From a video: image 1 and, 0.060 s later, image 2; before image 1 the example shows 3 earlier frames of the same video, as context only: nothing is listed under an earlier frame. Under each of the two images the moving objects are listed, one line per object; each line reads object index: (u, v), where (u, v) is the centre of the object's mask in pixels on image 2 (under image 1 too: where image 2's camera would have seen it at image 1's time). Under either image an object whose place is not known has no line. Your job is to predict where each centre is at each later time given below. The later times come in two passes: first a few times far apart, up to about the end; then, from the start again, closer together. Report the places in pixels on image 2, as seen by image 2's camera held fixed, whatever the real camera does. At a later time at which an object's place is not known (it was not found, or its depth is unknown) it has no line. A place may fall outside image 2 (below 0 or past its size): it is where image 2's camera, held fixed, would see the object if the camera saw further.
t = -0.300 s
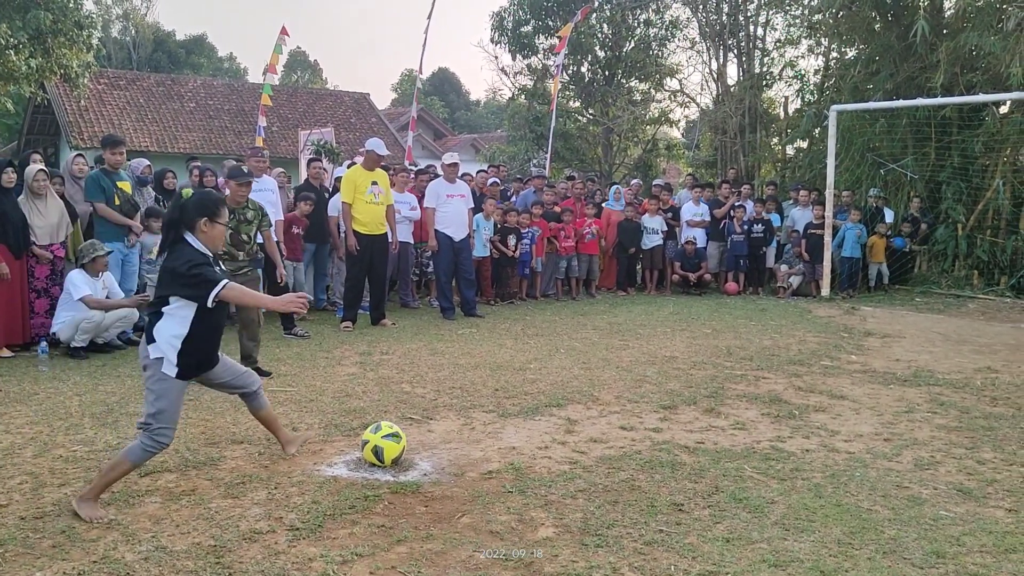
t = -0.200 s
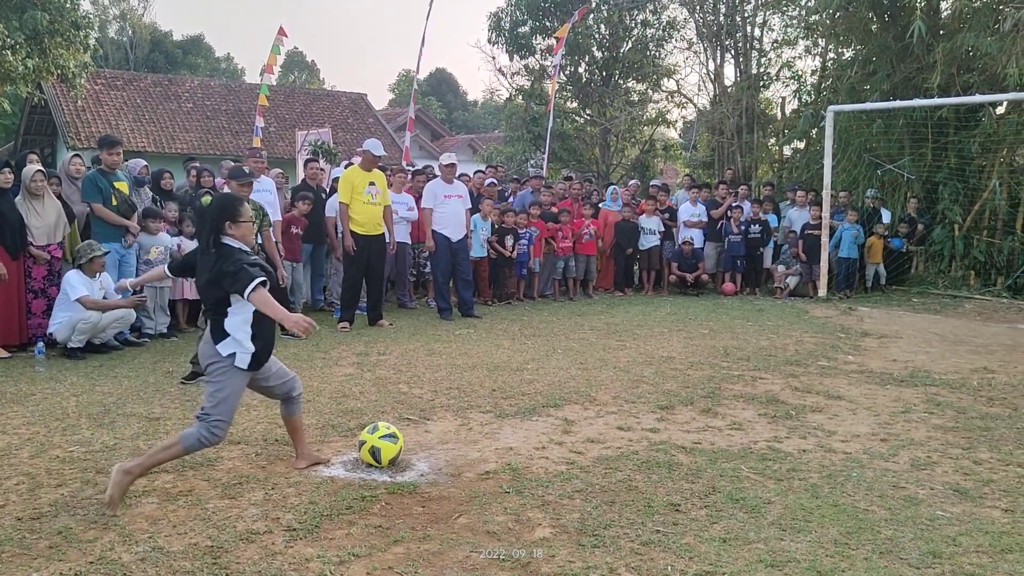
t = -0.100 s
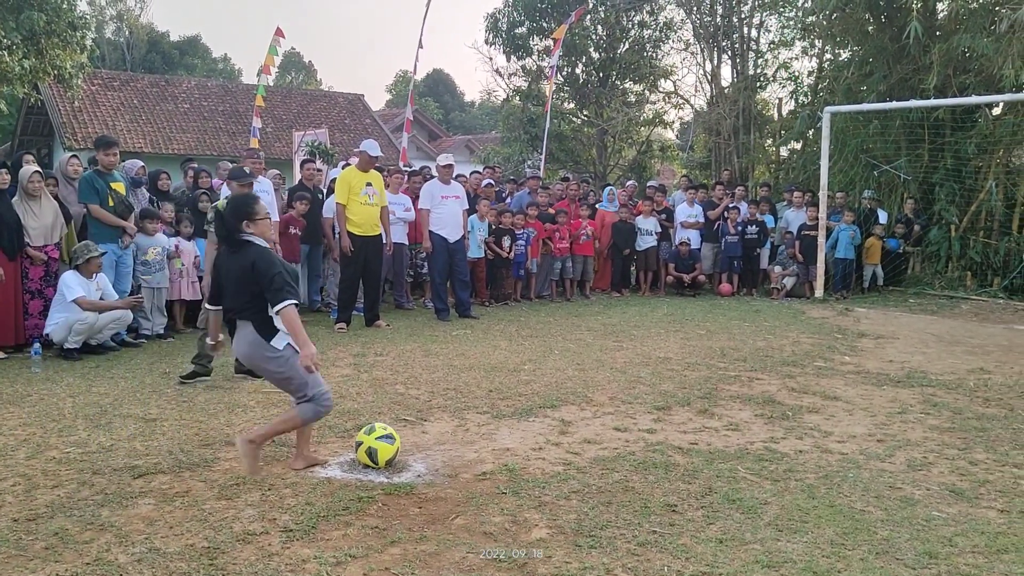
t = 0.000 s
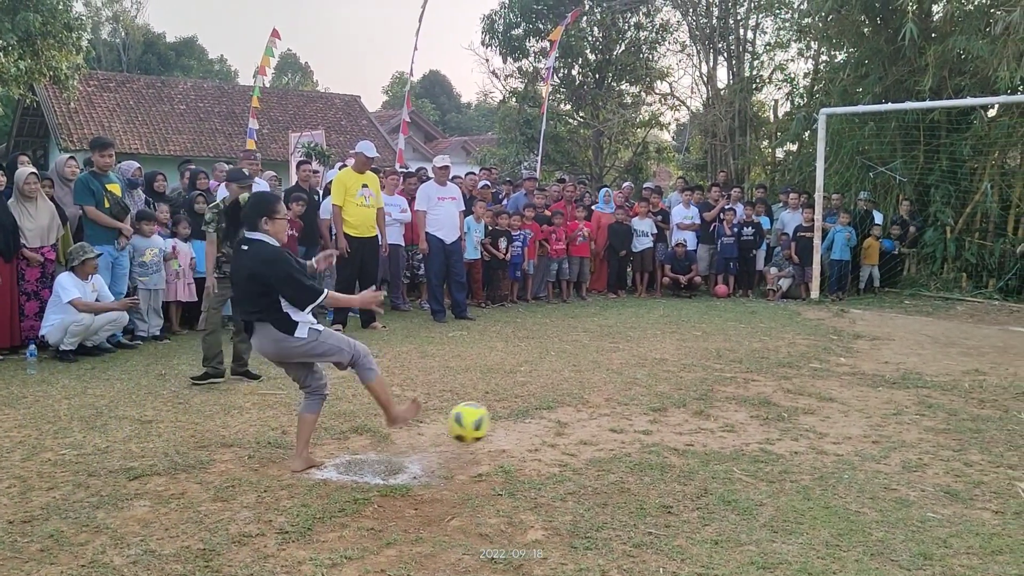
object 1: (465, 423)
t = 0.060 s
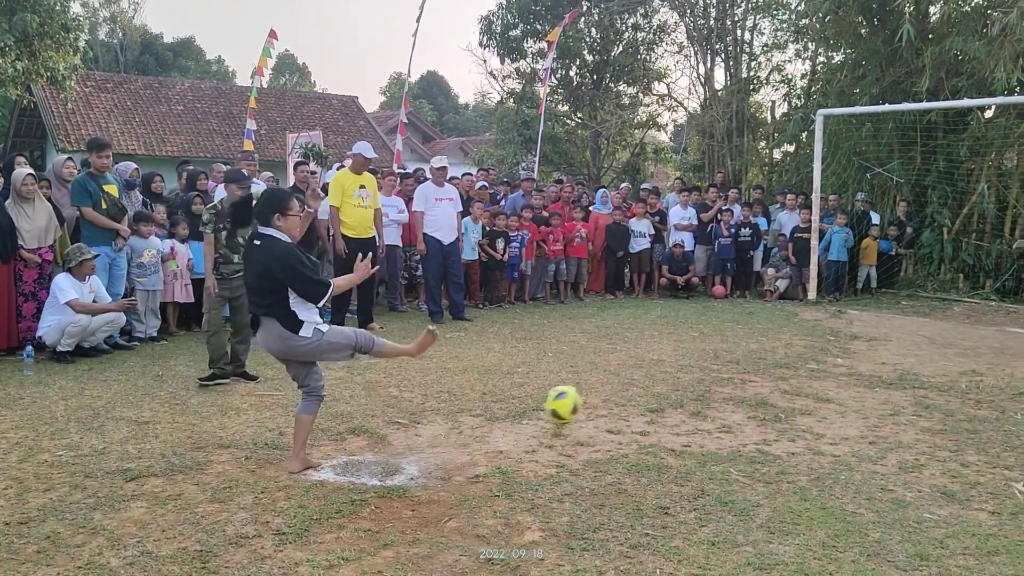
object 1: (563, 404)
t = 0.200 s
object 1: (735, 386)
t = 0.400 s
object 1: (863, 345)
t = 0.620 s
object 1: (952, 335)
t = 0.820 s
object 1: (1001, 334)
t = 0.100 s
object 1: (620, 396)
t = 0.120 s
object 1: (646, 393)
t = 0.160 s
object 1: (695, 389)
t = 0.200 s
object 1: (735, 386)
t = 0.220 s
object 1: (751, 378)
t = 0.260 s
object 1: (779, 366)
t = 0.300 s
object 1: (806, 356)
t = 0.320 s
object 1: (818, 353)
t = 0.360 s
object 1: (842, 348)
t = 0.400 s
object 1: (863, 345)
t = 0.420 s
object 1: (874, 344)
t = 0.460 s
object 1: (893, 345)
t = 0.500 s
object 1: (911, 347)
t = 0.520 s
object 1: (919, 349)
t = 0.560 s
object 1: (933, 344)
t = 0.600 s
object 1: (945, 338)
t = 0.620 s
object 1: (952, 335)
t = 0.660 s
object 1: (962, 331)
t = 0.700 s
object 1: (972, 329)
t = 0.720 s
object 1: (977, 328)
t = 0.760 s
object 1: (987, 329)
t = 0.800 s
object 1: (996, 332)
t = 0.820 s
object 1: (1001, 334)
